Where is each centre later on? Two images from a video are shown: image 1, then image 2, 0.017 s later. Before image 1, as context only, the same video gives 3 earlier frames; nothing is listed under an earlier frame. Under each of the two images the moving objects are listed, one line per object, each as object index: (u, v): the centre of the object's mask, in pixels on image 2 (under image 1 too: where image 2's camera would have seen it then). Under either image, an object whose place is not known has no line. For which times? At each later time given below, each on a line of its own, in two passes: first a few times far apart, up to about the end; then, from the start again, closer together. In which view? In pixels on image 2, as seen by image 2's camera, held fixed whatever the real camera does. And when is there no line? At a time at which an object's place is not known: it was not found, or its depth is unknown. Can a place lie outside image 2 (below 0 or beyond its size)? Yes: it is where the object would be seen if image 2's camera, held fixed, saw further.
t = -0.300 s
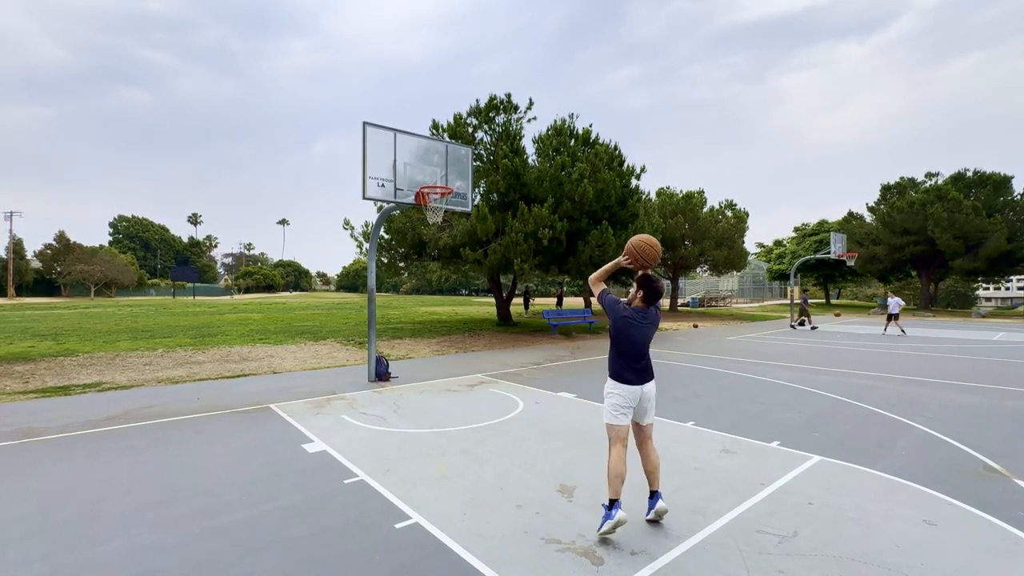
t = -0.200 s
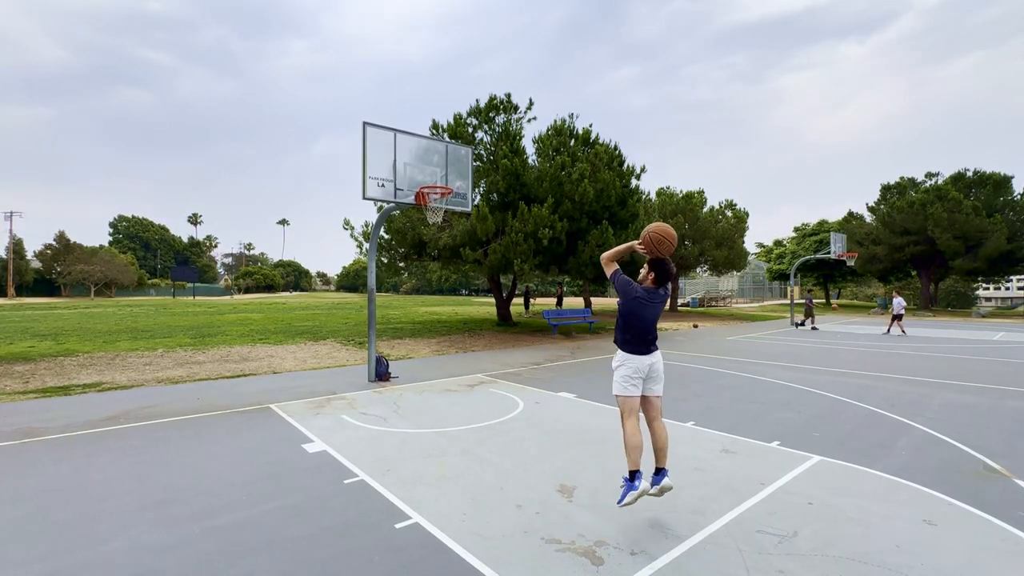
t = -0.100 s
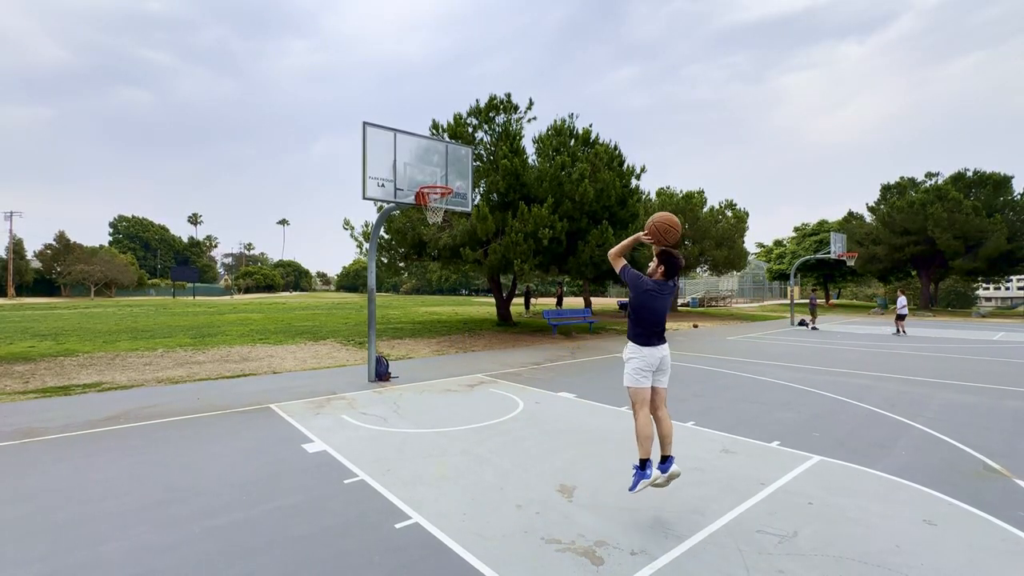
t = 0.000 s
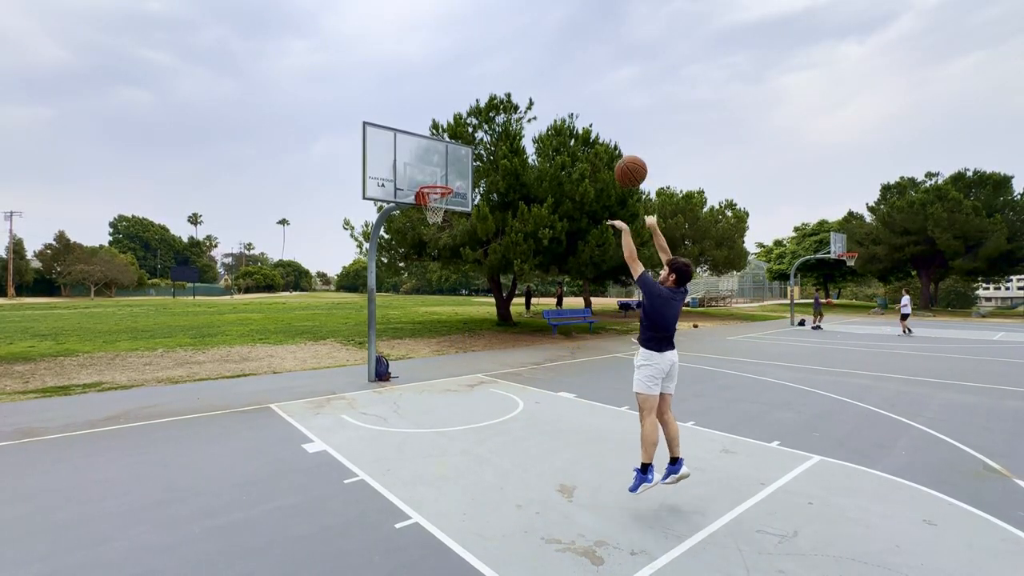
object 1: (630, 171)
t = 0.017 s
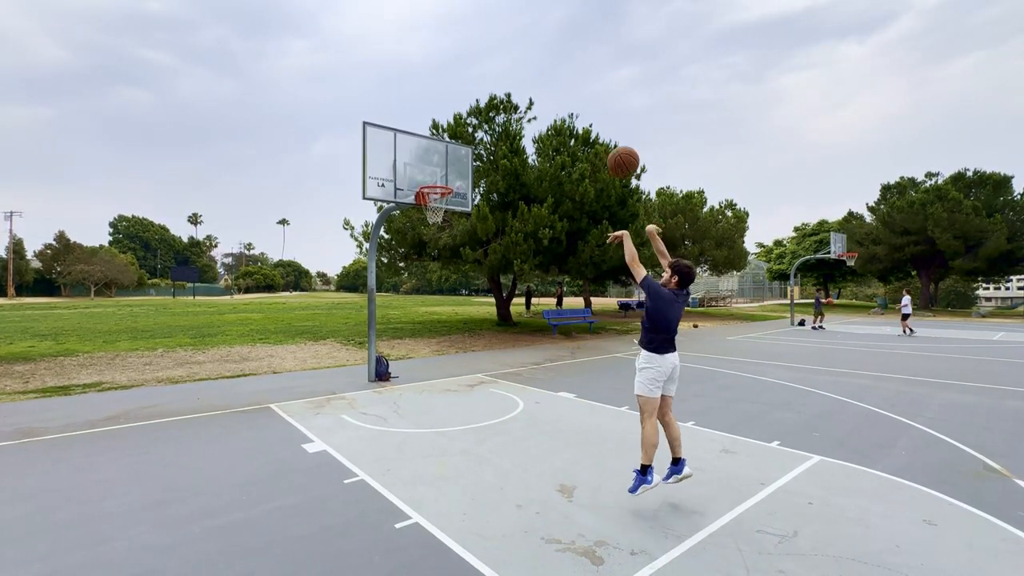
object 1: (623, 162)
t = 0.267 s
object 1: (535, 84)
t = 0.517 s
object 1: (478, 87)
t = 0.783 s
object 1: (435, 138)
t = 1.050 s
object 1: (433, 172)
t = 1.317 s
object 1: (472, 171)
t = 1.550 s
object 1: (510, 217)
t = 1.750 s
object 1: (546, 300)
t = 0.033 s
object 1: (616, 153)
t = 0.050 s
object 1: (609, 144)
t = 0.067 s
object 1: (602, 137)
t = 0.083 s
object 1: (596, 130)
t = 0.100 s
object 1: (589, 124)
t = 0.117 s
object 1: (583, 118)
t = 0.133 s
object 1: (577, 112)
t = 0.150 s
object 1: (571, 107)
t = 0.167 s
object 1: (566, 103)
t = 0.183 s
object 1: (560, 99)
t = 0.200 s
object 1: (555, 95)
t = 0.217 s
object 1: (550, 92)
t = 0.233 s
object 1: (545, 89)
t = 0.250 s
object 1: (540, 86)
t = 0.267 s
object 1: (535, 84)
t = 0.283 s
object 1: (531, 82)
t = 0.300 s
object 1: (526, 81)
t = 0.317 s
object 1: (522, 80)
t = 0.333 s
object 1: (518, 79)
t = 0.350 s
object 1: (513, 79)
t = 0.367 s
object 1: (510, 78)
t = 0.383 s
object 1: (506, 78)
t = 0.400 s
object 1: (502, 78)
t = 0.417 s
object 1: (498, 79)
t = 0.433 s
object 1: (495, 80)
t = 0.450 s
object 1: (491, 81)
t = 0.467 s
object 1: (488, 82)
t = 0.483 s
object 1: (484, 83)
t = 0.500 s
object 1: (481, 85)
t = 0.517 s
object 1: (478, 87)
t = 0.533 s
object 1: (475, 89)
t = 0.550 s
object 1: (472, 91)
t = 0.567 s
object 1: (469, 93)
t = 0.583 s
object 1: (466, 96)
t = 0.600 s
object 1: (463, 98)
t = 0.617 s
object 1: (460, 101)
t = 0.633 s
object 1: (457, 104)
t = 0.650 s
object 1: (454, 108)
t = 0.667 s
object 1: (452, 111)
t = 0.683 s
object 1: (449, 114)
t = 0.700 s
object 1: (447, 117)
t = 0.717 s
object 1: (444, 121)
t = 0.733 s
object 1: (442, 125)
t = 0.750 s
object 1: (439, 129)
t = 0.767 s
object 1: (437, 133)
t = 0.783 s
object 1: (435, 138)
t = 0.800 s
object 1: (433, 142)
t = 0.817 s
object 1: (431, 147)
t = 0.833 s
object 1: (428, 151)
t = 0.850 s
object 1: (426, 156)
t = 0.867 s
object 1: (424, 161)
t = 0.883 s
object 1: (422, 165)
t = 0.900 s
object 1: (420, 170)
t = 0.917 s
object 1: (418, 176)
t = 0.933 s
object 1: (419, 178)
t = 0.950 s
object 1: (420, 180)
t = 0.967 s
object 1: (422, 180)
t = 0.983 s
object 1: (424, 179)
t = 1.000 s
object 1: (426, 177)
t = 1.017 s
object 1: (428, 175)
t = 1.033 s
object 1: (431, 173)
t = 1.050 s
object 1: (433, 172)
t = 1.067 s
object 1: (435, 170)
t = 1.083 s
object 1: (438, 169)
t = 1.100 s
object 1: (440, 168)
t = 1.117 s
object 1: (442, 167)
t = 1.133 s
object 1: (445, 166)
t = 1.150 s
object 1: (447, 165)
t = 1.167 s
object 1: (449, 165)
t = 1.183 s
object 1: (452, 164)
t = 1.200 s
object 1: (454, 164)
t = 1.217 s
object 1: (456, 165)
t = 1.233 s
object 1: (459, 165)
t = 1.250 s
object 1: (462, 166)
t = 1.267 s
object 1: (464, 167)
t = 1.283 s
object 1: (467, 168)
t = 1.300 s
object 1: (469, 170)
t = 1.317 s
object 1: (472, 171)
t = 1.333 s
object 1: (474, 173)
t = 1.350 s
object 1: (477, 174)
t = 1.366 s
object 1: (479, 177)
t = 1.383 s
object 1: (482, 179)
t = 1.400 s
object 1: (485, 182)
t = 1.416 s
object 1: (487, 184)
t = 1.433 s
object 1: (490, 188)
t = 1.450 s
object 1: (493, 192)
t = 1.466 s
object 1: (495, 195)
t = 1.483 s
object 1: (499, 199)
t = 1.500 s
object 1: (501, 203)
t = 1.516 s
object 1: (504, 208)
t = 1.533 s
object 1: (507, 213)
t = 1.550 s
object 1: (510, 217)
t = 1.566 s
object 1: (513, 223)
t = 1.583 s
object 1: (516, 228)
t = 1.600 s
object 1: (519, 234)
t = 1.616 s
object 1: (521, 240)
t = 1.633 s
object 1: (524, 247)
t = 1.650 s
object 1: (527, 254)
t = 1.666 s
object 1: (530, 261)
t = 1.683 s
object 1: (534, 268)
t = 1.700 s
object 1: (537, 276)
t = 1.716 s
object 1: (540, 284)
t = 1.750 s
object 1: (546, 300)
